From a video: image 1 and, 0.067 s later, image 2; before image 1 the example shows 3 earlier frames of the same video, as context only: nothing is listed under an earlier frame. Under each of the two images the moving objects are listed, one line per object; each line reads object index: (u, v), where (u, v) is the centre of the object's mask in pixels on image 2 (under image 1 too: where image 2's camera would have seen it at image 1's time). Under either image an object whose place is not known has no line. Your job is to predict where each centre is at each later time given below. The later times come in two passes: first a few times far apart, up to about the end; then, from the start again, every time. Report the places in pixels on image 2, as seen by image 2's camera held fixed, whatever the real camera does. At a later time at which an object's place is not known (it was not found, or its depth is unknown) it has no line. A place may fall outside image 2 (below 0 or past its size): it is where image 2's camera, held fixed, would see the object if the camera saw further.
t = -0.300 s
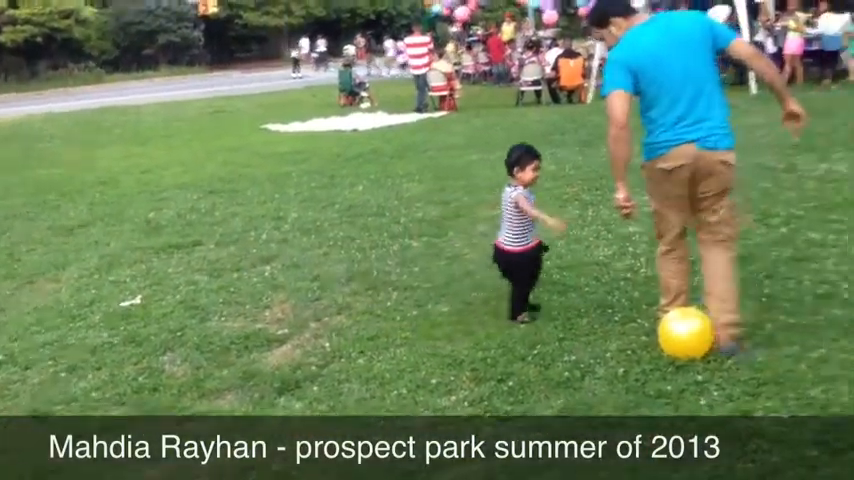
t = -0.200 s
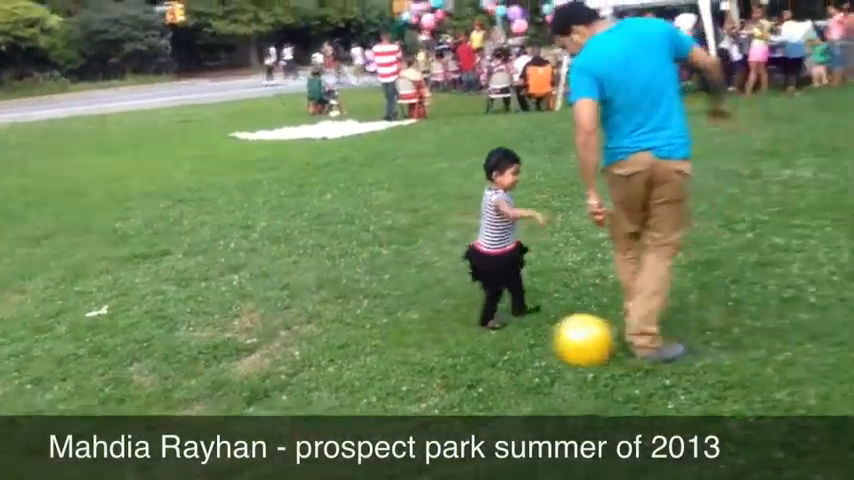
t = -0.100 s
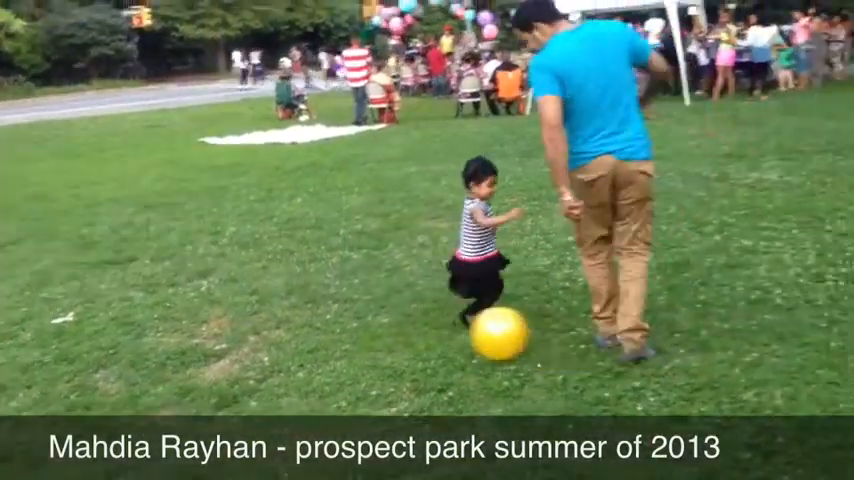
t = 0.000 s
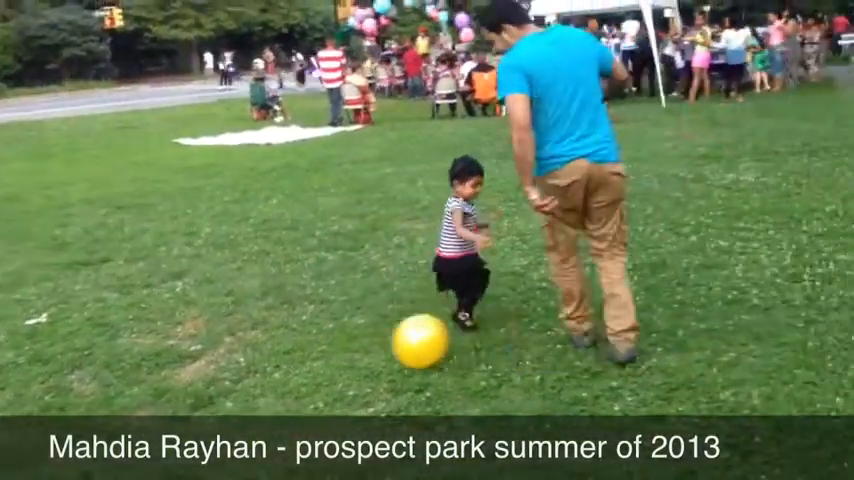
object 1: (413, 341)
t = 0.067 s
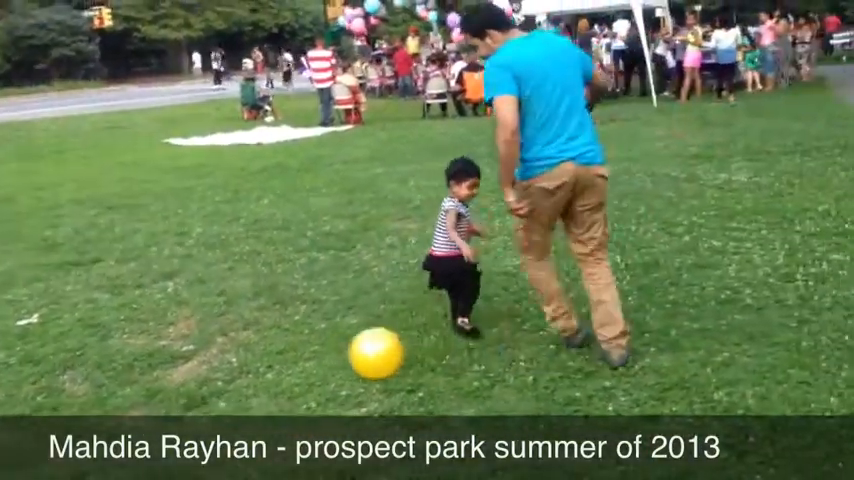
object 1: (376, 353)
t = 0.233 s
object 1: (303, 347)
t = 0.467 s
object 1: (210, 355)
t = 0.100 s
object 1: (360, 351)
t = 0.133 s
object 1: (345, 348)
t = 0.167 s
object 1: (331, 346)
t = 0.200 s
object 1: (317, 345)
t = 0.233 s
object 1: (303, 347)
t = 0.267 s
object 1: (288, 350)
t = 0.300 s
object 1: (274, 355)
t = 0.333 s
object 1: (260, 358)
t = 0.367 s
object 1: (246, 357)
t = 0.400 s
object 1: (233, 356)
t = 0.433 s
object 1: (221, 356)
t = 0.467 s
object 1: (210, 355)
